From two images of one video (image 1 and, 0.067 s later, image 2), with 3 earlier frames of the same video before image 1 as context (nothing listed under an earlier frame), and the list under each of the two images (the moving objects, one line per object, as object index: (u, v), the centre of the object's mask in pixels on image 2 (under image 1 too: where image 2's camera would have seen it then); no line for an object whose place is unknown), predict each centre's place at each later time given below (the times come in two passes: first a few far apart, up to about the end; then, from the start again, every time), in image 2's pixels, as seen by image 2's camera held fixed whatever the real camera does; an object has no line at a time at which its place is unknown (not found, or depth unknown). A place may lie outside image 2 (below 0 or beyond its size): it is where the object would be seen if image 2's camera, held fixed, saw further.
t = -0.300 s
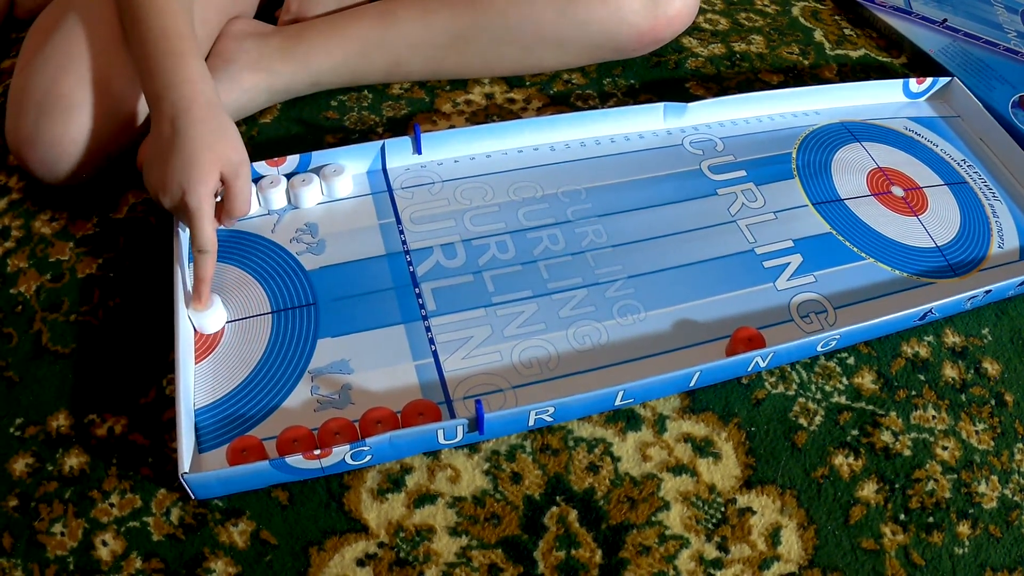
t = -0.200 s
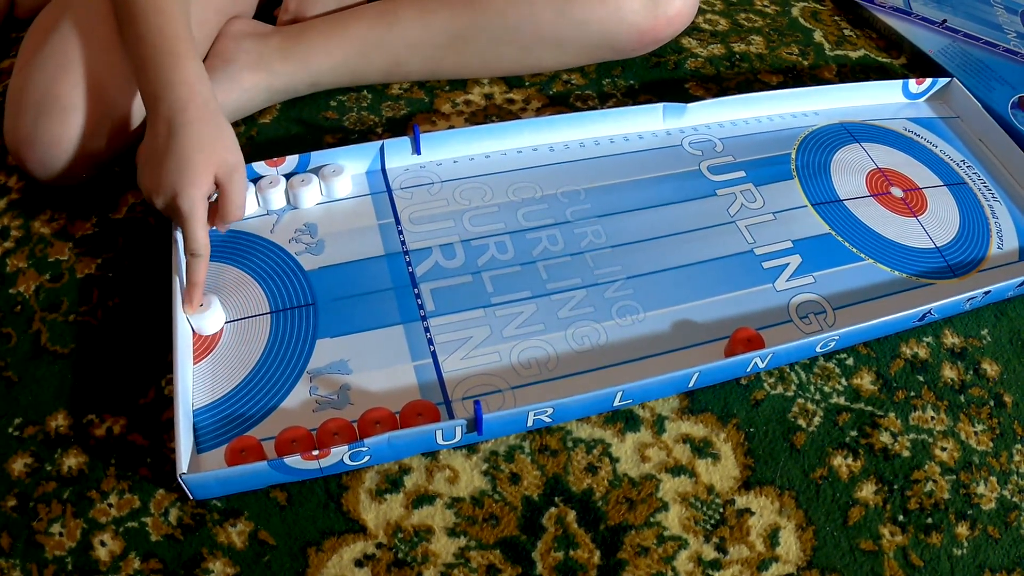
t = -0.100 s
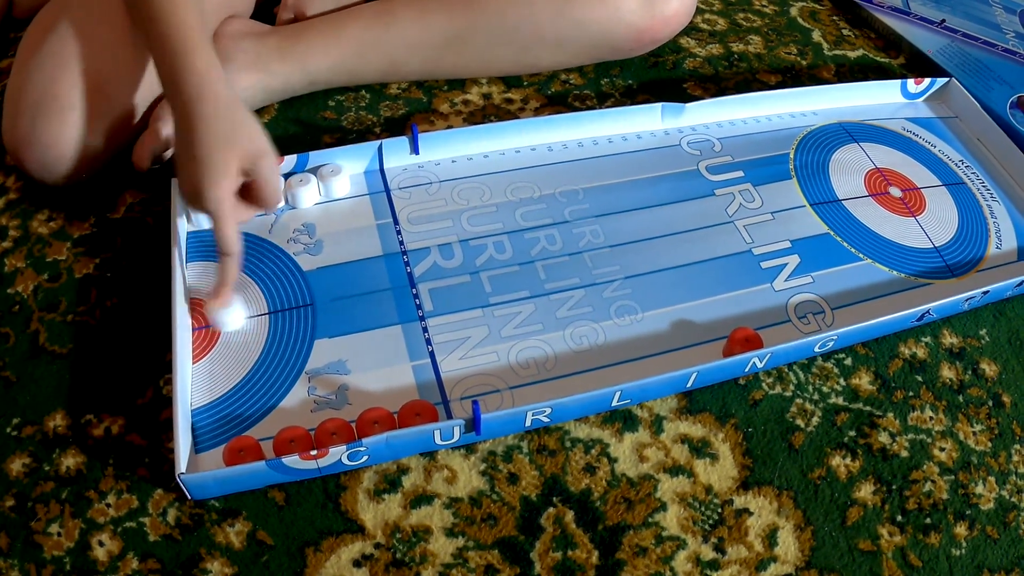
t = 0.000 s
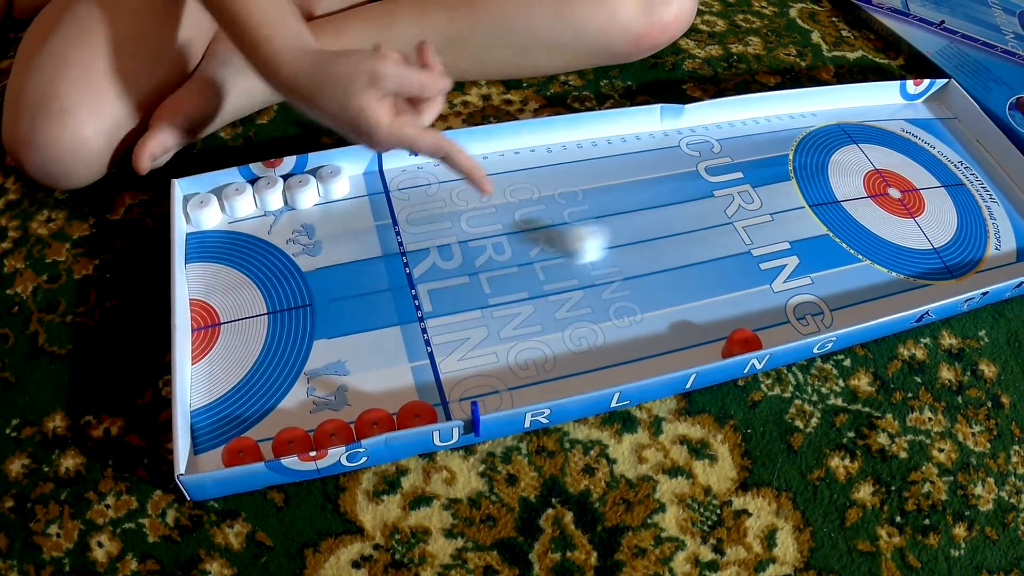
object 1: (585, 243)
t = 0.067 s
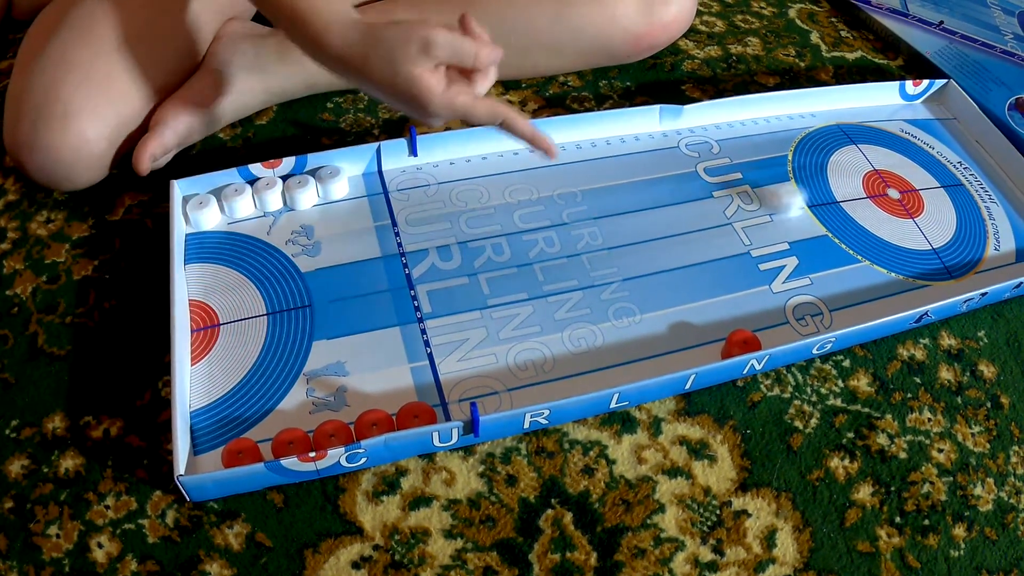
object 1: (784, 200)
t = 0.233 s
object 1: (986, 170)
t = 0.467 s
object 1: (886, 182)
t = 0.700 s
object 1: (825, 200)
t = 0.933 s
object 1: (783, 224)
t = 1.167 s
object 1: (745, 246)
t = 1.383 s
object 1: (714, 263)
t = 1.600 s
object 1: (695, 275)
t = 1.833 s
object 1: (689, 280)
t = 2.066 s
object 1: (689, 280)
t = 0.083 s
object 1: (820, 193)
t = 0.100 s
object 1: (859, 188)
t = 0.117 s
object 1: (895, 183)
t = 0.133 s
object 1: (921, 180)
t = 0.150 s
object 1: (948, 176)
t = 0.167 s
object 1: (975, 172)
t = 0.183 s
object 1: (994, 171)
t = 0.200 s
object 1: (1002, 169)
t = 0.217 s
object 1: (995, 168)
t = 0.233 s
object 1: (986, 170)
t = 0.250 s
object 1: (974, 172)
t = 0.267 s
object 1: (967, 170)
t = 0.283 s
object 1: (959, 171)
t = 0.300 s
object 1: (949, 172)
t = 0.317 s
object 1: (942, 173)
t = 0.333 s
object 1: (935, 174)
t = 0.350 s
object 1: (930, 173)
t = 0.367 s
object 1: (922, 175)
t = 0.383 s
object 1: (916, 177)
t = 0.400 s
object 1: (909, 178)
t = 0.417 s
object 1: (903, 179)
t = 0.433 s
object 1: (897, 181)
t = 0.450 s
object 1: (892, 181)
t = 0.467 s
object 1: (886, 182)
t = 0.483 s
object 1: (882, 183)
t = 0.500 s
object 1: (876, 183)
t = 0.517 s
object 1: (871, 185)
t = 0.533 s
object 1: (869, 186)
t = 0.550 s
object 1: (865, 187)
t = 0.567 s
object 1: (857, 189)
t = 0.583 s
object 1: (855, 190)
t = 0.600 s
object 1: (848, 191)
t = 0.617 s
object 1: (844, 193)
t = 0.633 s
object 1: (841, 194)
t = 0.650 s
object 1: (836, 196)
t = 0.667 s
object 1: (832, 197)
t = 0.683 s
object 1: (829, 198)
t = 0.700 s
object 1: (825, 200)
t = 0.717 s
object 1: (821, 201)
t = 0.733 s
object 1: (818, 203)
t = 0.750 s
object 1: (815, 205)
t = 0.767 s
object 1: (811, 207)
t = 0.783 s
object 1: (809, 208)
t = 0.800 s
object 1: (807, 210)
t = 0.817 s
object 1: (804, 212)
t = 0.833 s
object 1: (801, 214)
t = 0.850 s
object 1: (798, 215)
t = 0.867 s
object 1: (794, 217)
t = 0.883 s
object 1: (793, 218)
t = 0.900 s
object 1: (789, 220)
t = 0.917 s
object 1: (786, 222)
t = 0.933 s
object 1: (783, 224)
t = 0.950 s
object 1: (781, 225)
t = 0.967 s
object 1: (778, 227)
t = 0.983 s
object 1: (777, 228)
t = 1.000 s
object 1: (773, 230)
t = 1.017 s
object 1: (768, 232)
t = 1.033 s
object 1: (766, 233)
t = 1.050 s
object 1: (765, 234)
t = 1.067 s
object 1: (762, 237)
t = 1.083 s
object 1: (758, 238)
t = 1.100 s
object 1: (756, 239)
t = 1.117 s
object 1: (753, 242)
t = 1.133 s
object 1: (750, 243)
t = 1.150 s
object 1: (748, 244)
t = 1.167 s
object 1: (745, 246)
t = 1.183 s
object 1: (742, 247)
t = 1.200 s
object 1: (740, 248)
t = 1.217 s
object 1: (736, 251)
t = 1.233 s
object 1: (734, 252)
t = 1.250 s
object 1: (732, 253)
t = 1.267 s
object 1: (729, 255)
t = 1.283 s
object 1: (727, 255)
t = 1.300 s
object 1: (725, 256)
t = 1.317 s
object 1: (722, 258)
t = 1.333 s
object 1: (720, 260)
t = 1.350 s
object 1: (718, 261)
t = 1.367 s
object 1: (716, 262)
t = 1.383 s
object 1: (714, 263)
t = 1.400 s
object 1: (712, 264)
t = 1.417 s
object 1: (710, 265)
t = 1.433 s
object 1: (709, 266)
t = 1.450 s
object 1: (707, 267)
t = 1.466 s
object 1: (705, 268)
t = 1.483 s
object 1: (704, 269)
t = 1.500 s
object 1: (702, 270)
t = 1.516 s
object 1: (700, 271)
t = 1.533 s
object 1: (699, 272)
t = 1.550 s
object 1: (698, 273)
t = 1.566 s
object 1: (697, 274)
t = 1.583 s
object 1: (696, 274)
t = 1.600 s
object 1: (695, 275)
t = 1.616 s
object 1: (694, 276)
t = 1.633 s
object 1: (693, 277)
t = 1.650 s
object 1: (692, 277)
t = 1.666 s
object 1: (691, 277)
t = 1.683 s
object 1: (691, 278)
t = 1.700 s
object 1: (691, 279)
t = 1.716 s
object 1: (690, 279)
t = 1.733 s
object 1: (689, 279)
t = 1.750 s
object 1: (689, 279)
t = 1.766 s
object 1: (689, 280)
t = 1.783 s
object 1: (689, 279)
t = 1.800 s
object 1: (689, 279)
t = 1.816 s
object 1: (689, 279)
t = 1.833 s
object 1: (689, 280)
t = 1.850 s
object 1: (689, 279)
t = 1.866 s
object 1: (689, 279)
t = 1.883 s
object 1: (689, 279)
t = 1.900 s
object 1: (689, 280)
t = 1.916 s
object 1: (689, 280)
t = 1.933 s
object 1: (689, 280)
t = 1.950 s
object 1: (689, 279)
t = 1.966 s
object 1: (689, 280)
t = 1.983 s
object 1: (689, 279)
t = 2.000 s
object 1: (688, 279)
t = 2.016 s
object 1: (688, 280)
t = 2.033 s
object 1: (688, 280)
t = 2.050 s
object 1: (689, 280)
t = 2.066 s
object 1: (689, 280)
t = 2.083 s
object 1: (689, 279)
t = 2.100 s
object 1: (688, 279)
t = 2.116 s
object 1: (689, 279)
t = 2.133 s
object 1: (689, 279)
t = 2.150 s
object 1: (688, 279)
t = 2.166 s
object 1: (689, 279)
